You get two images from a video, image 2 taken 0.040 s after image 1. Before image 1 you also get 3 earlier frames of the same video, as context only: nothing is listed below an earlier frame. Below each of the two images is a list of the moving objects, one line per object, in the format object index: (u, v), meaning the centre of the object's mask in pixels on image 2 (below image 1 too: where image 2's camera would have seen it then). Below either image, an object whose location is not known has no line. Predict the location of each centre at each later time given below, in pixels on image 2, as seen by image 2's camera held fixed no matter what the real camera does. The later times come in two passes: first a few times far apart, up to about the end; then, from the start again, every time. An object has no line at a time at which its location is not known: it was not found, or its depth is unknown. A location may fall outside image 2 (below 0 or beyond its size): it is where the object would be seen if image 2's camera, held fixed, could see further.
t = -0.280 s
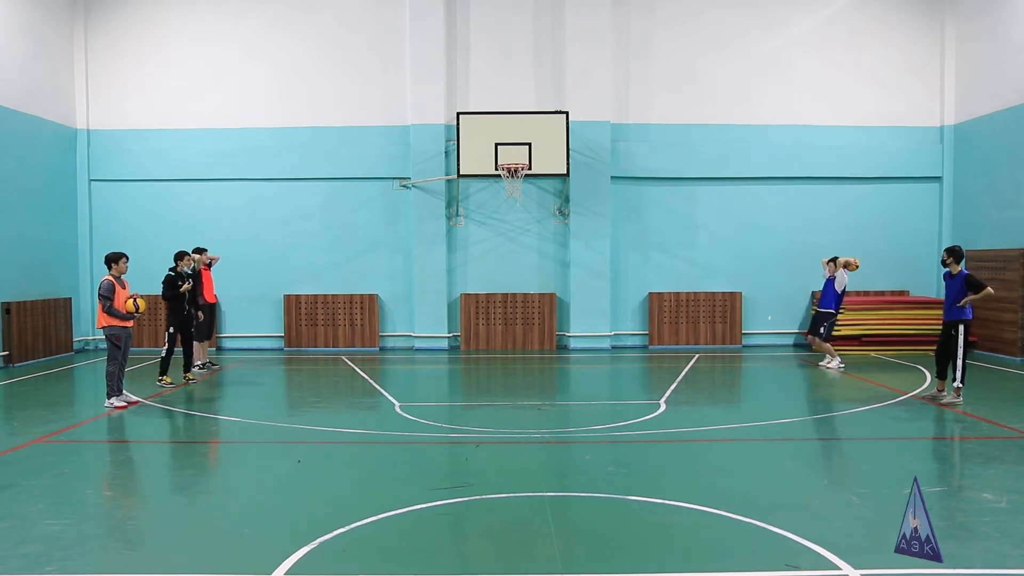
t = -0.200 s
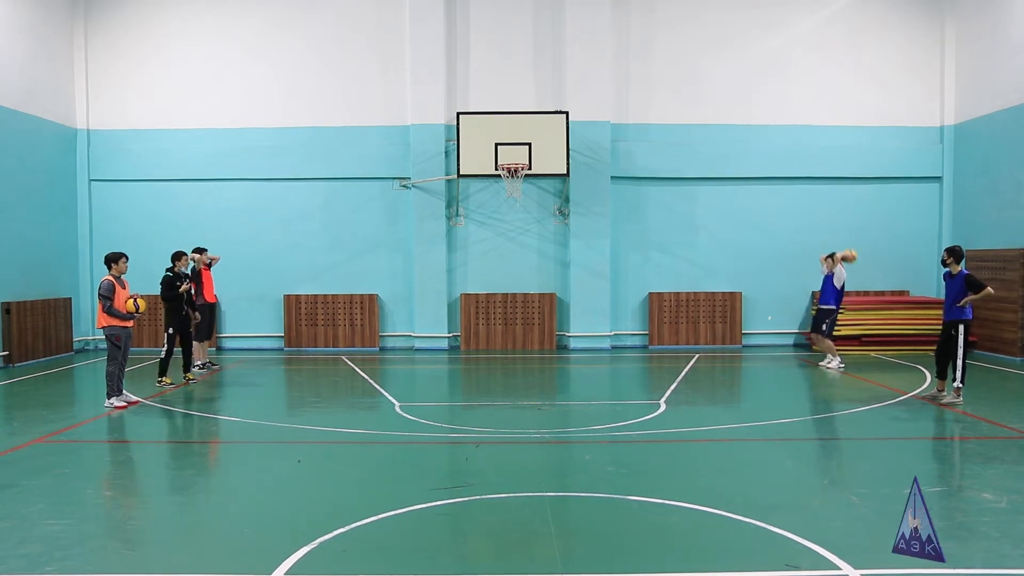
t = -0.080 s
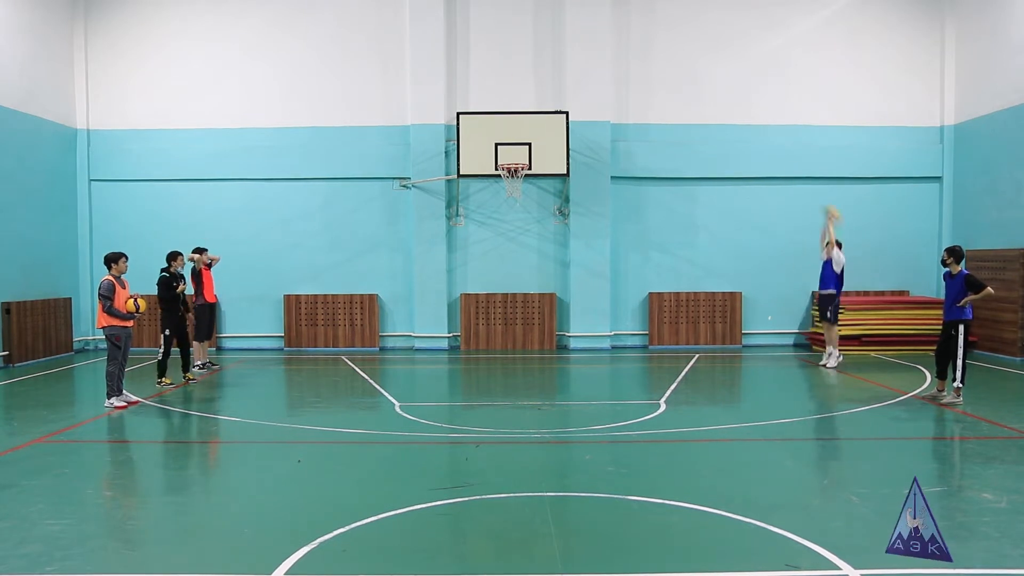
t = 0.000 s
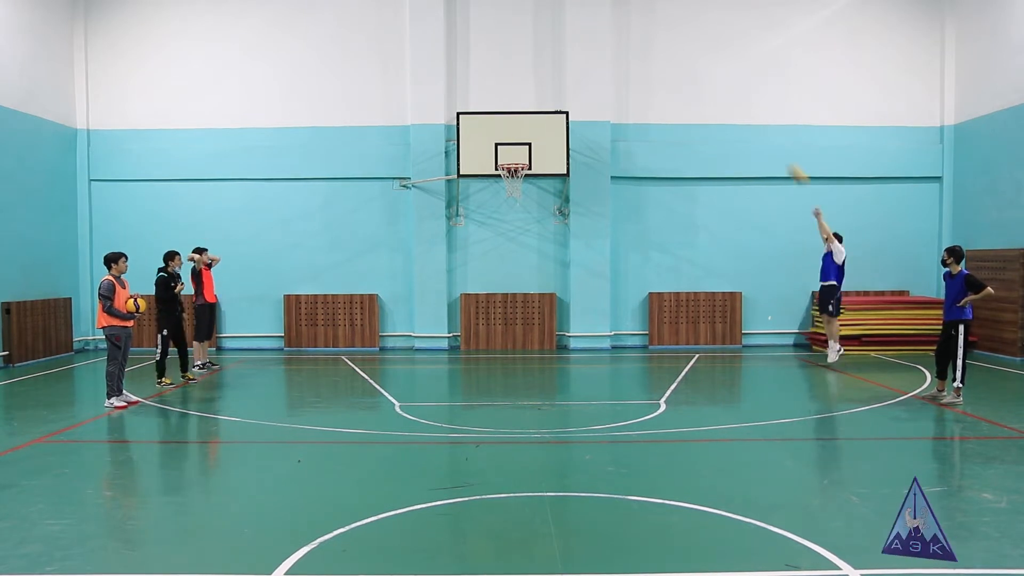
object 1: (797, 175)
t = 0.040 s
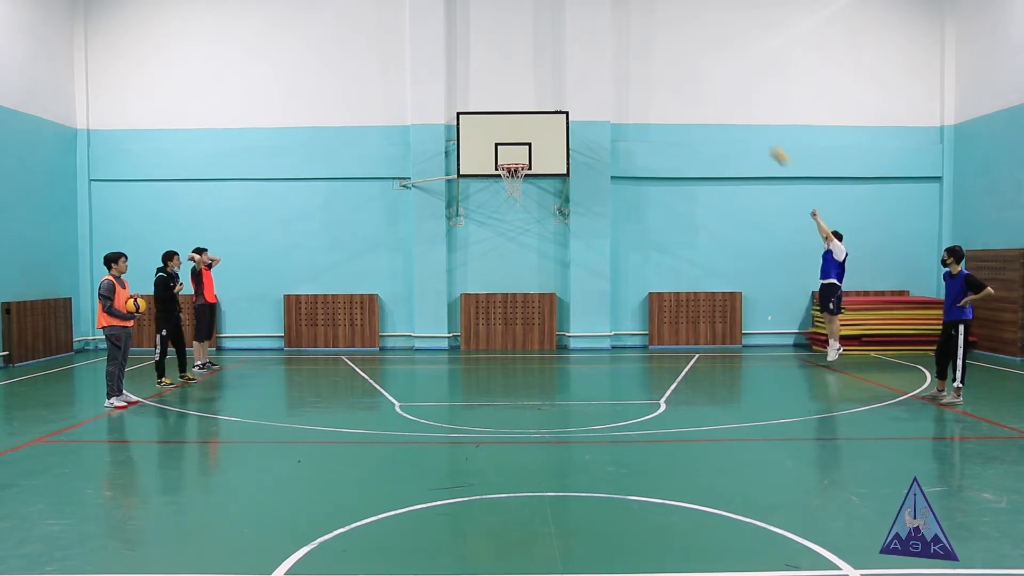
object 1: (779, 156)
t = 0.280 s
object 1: (677, 71)
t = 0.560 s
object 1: (568, 28)
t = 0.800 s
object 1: (482, 32)
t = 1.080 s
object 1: (390, 84)
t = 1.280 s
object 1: (330, 146)
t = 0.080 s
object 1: (761, 139)
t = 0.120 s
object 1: (743, 123)
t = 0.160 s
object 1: (726, 108)
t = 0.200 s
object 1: (709, 95)
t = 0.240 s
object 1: (693, 83)
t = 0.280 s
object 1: (677, 71)
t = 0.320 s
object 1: (661, 61)
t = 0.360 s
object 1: (644, 53)
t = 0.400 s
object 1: (629, 46)
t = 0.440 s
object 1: (613, 40)
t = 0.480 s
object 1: (598, 35)
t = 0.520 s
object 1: (583, 31)
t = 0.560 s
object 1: (568, 28)
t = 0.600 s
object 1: (553, 26)
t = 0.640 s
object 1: (539, 25)
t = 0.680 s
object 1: (524, 25)
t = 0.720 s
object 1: (510, 27)
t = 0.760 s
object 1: (496, 29)
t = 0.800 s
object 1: (482, 32)
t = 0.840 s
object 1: (468, 36)
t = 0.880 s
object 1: (454, 42)
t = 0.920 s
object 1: (442, 49)
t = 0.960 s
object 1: (429, 56)
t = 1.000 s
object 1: (415, 64)
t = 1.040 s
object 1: (402, 74)
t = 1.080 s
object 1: (390, 84)
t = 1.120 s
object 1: (377, 94)
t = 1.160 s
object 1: (366, 106)
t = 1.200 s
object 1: (354, 118)
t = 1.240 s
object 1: (342, 132)
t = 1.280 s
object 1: (330, 146)
